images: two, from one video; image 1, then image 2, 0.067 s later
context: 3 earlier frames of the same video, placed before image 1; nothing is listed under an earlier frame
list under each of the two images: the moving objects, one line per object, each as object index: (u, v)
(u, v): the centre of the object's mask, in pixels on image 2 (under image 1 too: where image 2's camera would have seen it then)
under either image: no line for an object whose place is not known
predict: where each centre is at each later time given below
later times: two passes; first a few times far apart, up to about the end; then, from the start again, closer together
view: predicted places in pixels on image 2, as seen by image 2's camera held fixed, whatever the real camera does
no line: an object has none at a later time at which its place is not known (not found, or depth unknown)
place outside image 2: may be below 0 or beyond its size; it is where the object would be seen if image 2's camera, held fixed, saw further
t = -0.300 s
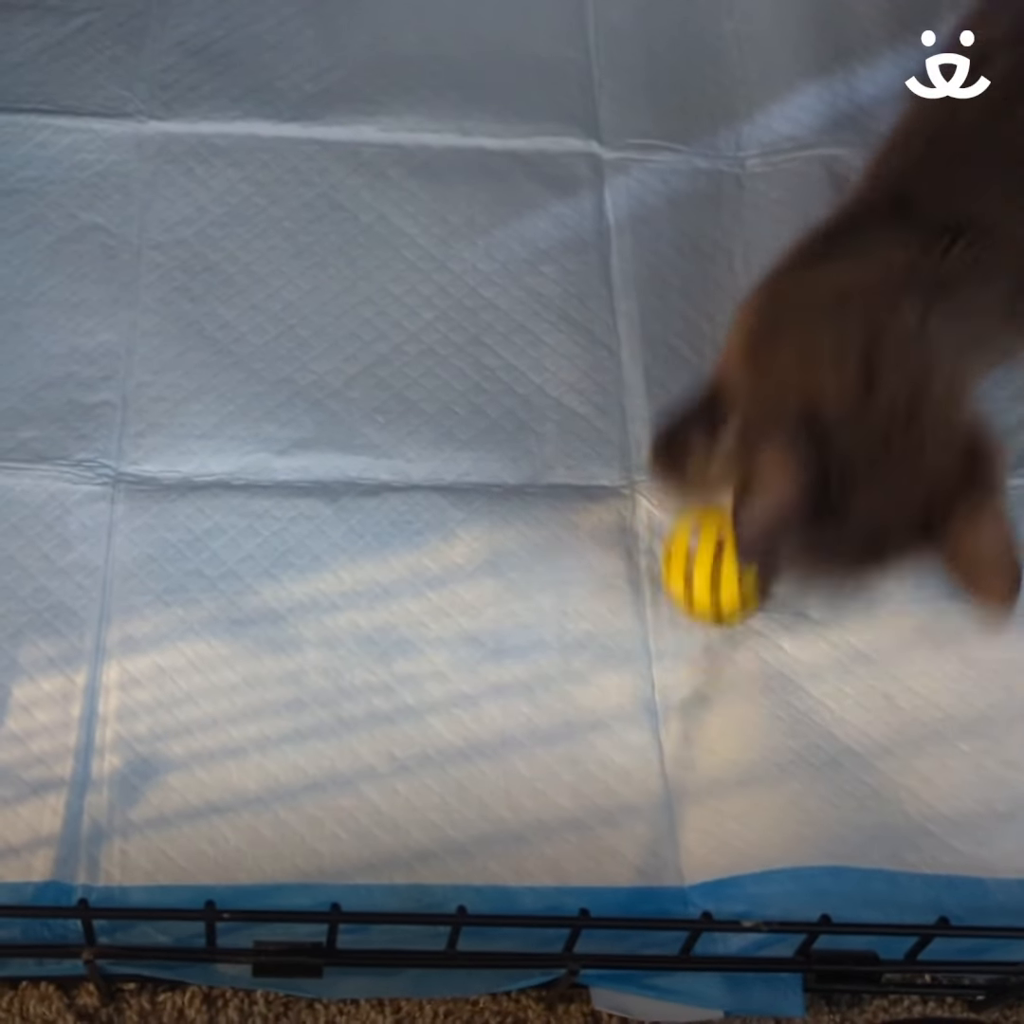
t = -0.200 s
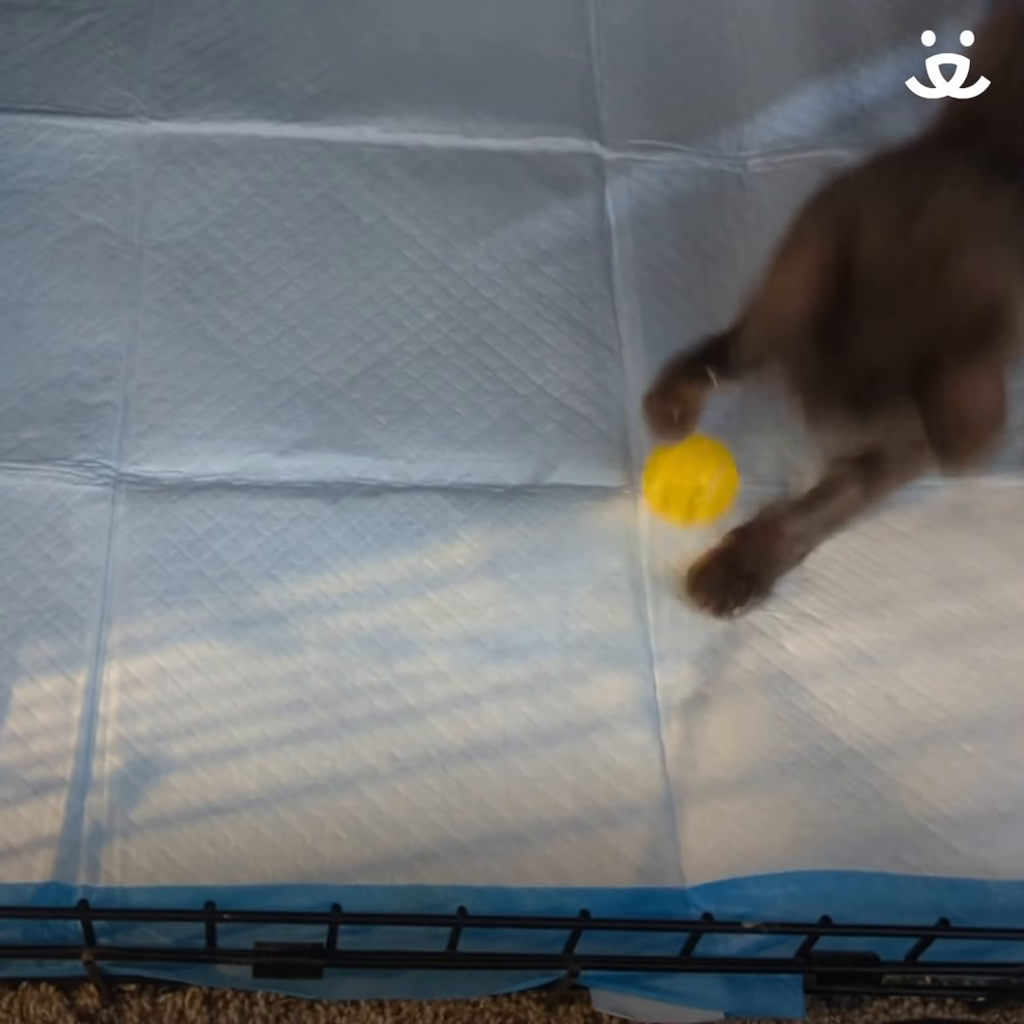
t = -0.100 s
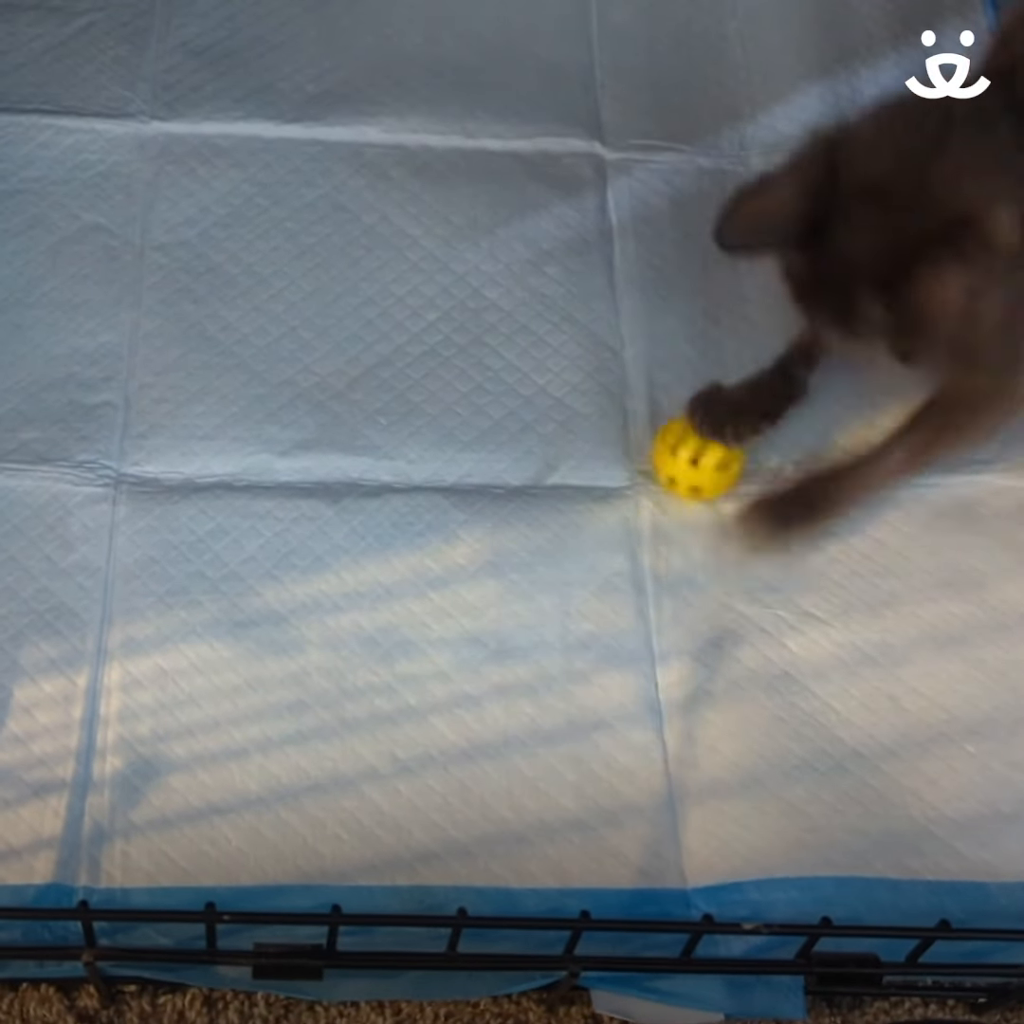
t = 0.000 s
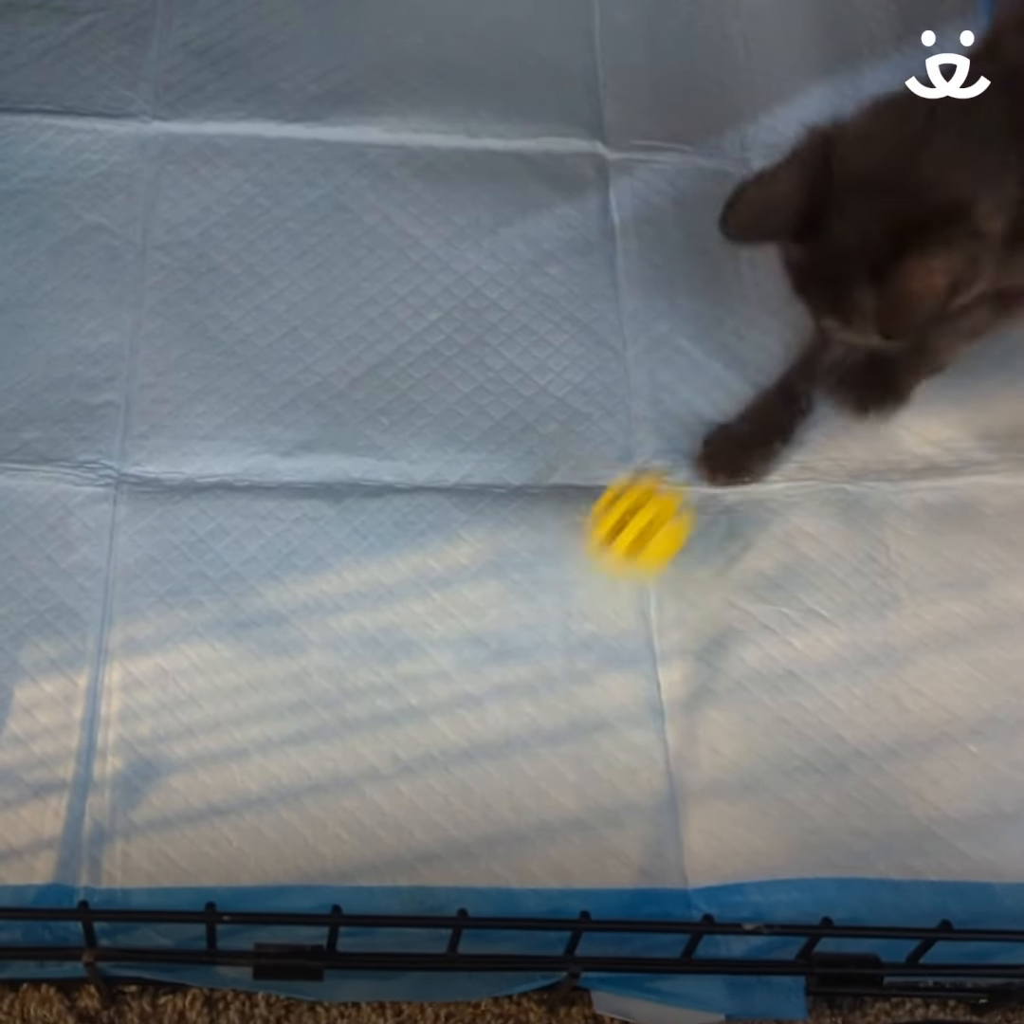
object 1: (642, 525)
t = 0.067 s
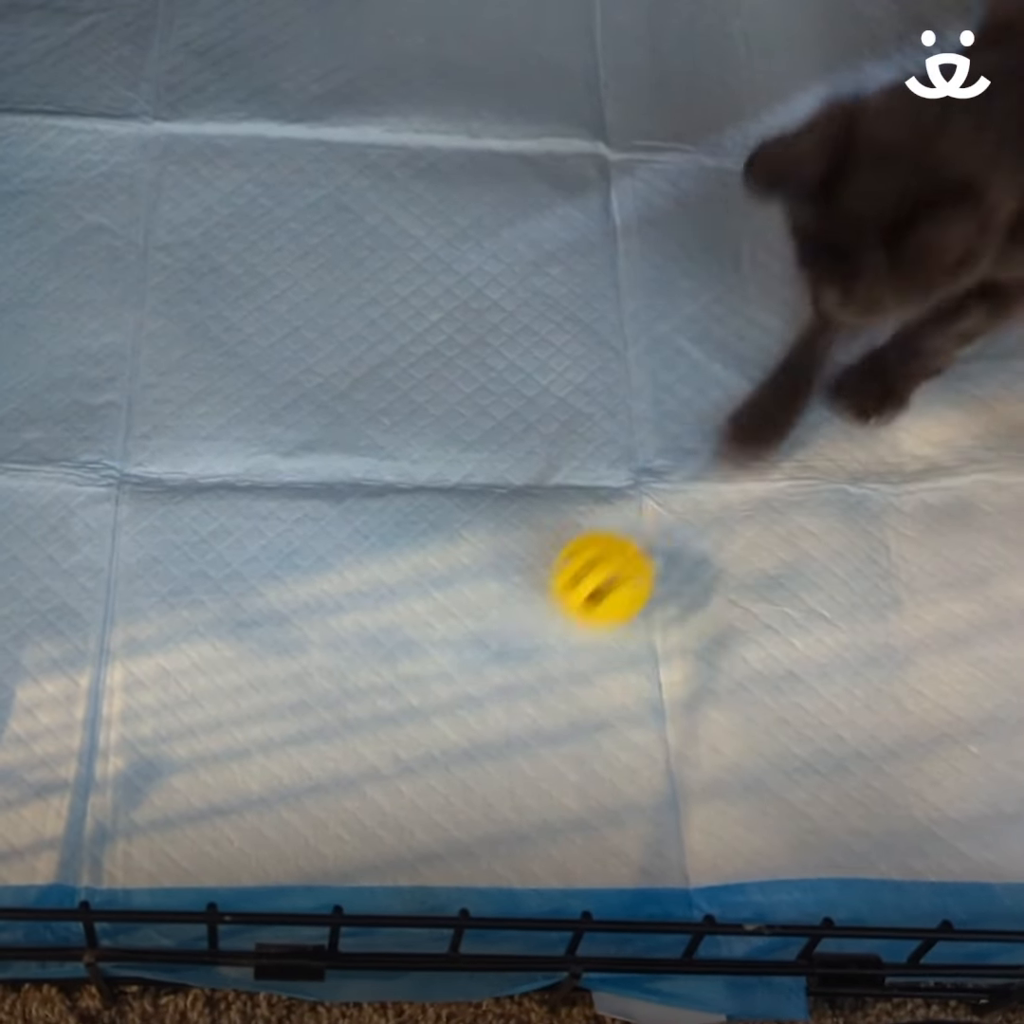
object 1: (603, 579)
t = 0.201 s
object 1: (558, 641)
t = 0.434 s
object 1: (506, 730)
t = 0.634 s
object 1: (473, 741)
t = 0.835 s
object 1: (456, 715)
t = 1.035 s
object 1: (461, 701)
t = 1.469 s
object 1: (461, 703)
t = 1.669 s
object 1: (461, 701)
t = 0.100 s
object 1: (590, 596)
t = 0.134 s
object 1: (579, 612)
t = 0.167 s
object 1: (569, 627)
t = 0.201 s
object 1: (558, 641)
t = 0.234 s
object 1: (549, 655)
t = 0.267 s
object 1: (540, 668)
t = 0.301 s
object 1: (531, 682)
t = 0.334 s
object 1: (526, 695)
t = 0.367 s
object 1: (519, 709)
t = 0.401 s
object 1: (513, 721)
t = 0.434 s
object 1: (506, 730)
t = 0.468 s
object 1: (502, 736)
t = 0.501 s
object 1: (497, 740)
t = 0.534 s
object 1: (492, 743)
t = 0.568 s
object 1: (485, 744)
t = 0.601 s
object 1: (479, 744)
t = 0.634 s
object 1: (473, 741)
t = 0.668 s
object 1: (467, 737)
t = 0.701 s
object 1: (463, 733)
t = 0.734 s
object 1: (460, 728)
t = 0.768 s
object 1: (457, 723)
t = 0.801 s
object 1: (456, 719)
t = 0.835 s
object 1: (456, 715)
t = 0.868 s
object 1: (456, 711)
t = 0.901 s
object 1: (456, 708)
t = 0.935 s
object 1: (458, 704)
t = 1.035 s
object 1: (461, 701)
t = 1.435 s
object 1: (460, 704)
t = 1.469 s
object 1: (461, 703)
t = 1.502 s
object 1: (460, 704)
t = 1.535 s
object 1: (461, 702)
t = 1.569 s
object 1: (461, 702)
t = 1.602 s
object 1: (461, 701)
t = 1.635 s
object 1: (460, 701)
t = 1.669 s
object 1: (461, 701)
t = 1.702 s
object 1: (460, 701)
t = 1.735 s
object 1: (461, 701)
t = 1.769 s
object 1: (461, 700)
